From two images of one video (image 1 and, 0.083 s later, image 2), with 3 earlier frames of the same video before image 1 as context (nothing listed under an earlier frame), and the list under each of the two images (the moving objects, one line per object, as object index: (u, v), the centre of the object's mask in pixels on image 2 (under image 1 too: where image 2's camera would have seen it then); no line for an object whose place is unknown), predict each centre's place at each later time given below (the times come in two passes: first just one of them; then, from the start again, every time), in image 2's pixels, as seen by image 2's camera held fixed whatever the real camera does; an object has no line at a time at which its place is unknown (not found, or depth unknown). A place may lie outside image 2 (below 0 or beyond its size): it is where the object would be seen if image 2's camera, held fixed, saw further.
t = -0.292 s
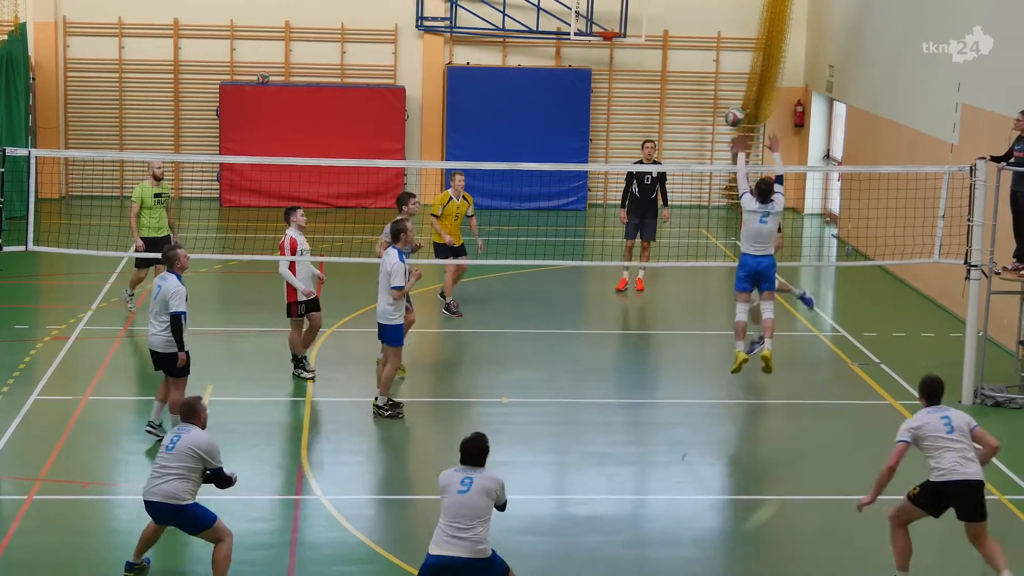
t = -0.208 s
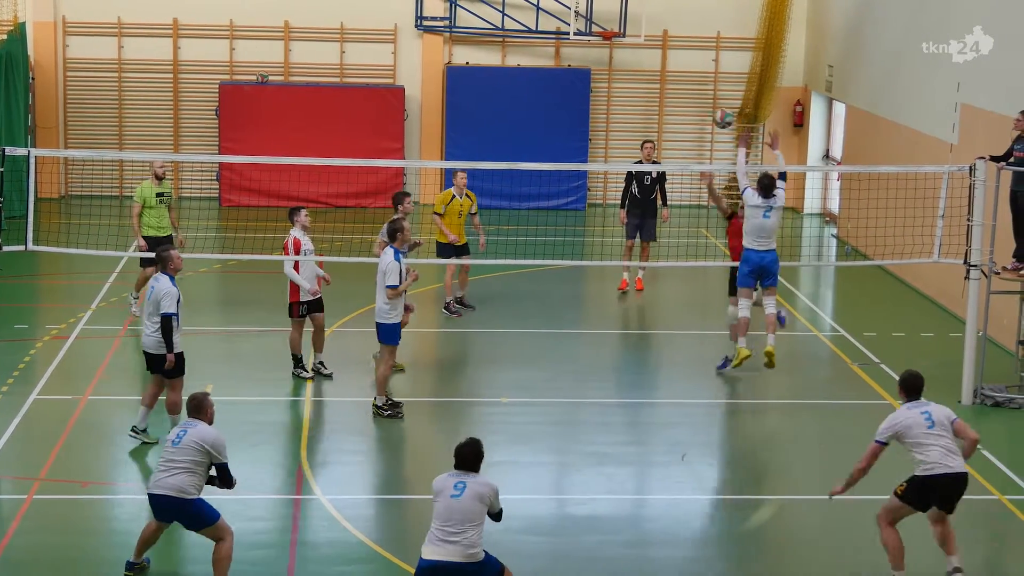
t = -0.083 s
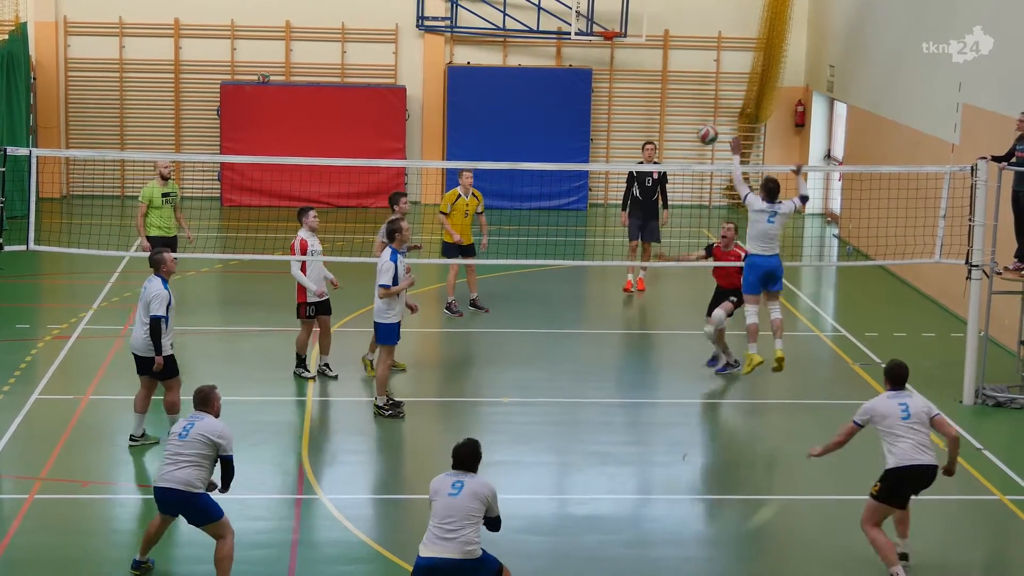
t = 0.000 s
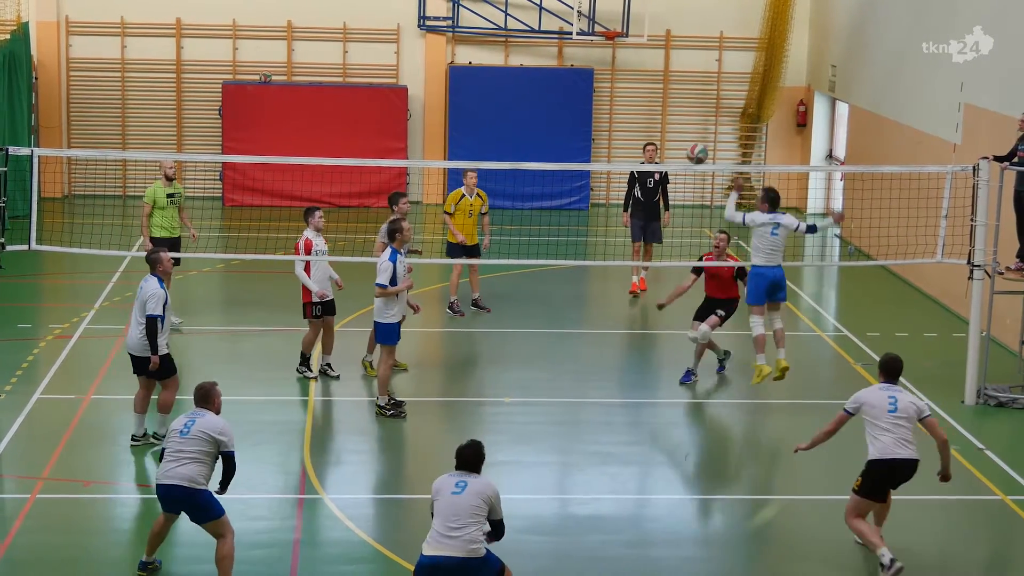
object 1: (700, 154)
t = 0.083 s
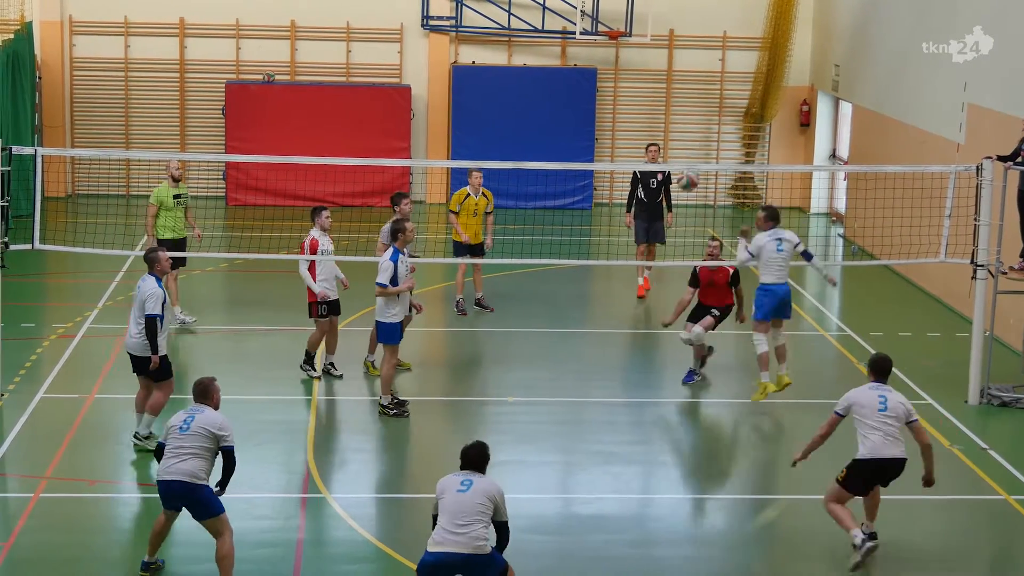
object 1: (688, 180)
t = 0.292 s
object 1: (654, 280)
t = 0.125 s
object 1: (681, 198)
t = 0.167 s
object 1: (675, 215)
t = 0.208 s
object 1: (667, 235)
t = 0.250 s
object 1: (660, 257)
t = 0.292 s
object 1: (654, 280)
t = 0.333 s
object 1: (645, 307)
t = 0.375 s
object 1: (637, 336)
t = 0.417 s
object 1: (629, 366)
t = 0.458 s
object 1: (620, 400)
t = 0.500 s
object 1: (611, 433)
